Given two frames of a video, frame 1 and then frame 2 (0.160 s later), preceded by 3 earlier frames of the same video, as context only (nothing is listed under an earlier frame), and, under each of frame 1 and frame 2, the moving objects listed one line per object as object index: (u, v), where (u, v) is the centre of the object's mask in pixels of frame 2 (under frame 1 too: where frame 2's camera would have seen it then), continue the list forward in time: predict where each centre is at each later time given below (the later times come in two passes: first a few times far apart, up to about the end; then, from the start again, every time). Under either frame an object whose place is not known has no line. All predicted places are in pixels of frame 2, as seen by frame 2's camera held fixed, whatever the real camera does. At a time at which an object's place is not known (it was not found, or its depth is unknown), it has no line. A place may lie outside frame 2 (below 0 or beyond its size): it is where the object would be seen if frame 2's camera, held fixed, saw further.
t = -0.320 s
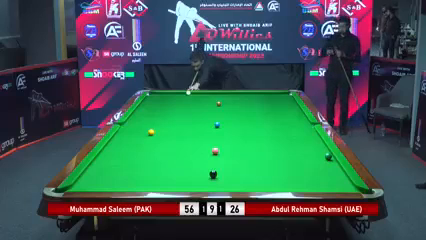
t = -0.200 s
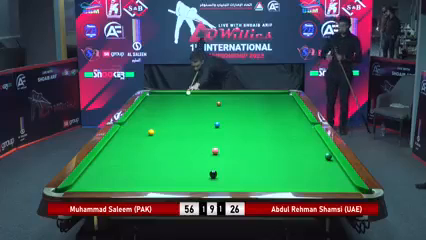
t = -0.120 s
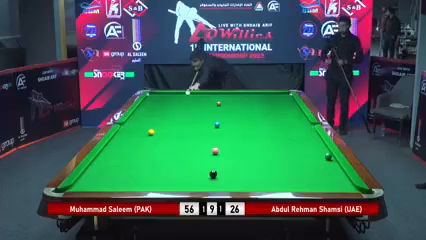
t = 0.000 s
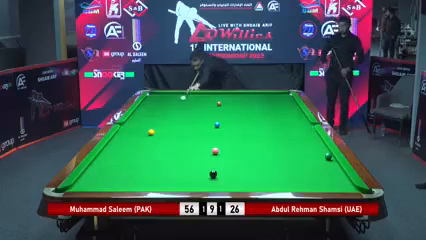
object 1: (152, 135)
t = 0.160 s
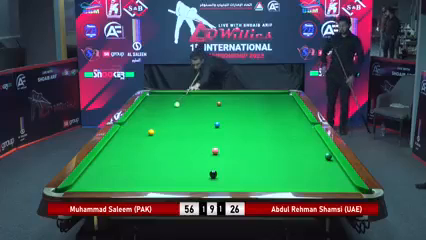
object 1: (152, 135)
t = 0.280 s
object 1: (152, 134)
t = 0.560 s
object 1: (152, 133)
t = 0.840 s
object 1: (149, 145)
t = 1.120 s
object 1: (147, 161)
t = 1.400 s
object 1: (145, 180)
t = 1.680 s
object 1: (149, 181)
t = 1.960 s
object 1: (157, 169)
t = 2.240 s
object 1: (164, 160)
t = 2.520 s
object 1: (170, 152)
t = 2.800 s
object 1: (176, 145)
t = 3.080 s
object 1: (180, 138)
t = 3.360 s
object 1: (185, 132)
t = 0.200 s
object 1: (152, 135)
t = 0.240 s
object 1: (152, 135)
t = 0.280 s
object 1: (152, 134)
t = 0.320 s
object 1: (152, 135)
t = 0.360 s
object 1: (152, 134)
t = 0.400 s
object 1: (152, 134)
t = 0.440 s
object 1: (152, 134)
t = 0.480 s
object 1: (152, 134)
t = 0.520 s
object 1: (152, 133)
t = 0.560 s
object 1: (152, 133)
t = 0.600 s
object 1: (151, 133)
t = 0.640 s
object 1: (151, 133)
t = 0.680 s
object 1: (151, 135)
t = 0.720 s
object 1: (151, 137)
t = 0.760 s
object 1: (150, 139)
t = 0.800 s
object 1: (150, 142)
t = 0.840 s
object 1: (149, 145)
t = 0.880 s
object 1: (149, 147)
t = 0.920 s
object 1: (149, 149)
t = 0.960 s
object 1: (149, 152)
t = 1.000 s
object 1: (148, 154)
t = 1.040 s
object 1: (148, 156)
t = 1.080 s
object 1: (148, 159)
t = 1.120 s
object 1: (147, 161)
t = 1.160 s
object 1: (147, 164)
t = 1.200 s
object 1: (147, 166)
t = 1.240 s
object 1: (146, 169)
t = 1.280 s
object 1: (146, 172)
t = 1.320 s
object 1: (145, 175)
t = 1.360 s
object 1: (145, 177)
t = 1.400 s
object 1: (145, 180)
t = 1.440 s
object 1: (144, 183)
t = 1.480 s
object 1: (144, 185)
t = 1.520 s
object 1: (143, 186)
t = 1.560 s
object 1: (145, 185)
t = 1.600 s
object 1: (147, 184)
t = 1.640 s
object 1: (148, 182)
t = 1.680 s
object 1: (149, 181)
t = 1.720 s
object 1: (150, 179)
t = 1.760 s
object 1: (152, 177)
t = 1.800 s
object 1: (153, 175)
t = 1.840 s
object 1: (154, 174)
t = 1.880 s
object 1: (155, 172)
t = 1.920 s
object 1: (156, 171)
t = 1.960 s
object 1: (157, 169)
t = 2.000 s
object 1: (158, 168)
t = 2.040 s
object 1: (159, 167)
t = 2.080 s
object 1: (160, 165)
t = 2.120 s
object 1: (161, 164)
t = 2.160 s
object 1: (162, 163)
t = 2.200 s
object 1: (163, 161)
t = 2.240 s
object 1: (164, 160)
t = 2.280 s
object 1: (165, 159)
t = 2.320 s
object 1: (166, 157)
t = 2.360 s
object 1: (167, 156)
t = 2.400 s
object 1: (168, 155)
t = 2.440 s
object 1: (168, 154)
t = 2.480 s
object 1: (170, 153)
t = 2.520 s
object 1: (170, 152)
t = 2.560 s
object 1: (171, 151)
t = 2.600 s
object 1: (172, 149)
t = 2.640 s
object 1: (172, 148)
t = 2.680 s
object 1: (173, 148)
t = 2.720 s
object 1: (174, 147)
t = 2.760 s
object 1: (175, 145)
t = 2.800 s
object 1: (176, 145)
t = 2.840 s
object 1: (177, 144)
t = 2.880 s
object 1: (177, 142)
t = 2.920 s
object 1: (178, 142)
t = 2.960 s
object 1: (178, 141)
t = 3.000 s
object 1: (179, 140)
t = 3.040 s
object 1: (180, 139)
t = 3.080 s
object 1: (180, 138)
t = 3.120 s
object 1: (181, 137)
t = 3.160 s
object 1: (181, 136)
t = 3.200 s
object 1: (182, 136)
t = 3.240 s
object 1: (183, 135)
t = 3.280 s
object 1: (183, 134)
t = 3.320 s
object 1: (184, 134)
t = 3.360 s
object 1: (185, 132)
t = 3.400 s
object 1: (185, 132)
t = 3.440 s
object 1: (186, 131)
